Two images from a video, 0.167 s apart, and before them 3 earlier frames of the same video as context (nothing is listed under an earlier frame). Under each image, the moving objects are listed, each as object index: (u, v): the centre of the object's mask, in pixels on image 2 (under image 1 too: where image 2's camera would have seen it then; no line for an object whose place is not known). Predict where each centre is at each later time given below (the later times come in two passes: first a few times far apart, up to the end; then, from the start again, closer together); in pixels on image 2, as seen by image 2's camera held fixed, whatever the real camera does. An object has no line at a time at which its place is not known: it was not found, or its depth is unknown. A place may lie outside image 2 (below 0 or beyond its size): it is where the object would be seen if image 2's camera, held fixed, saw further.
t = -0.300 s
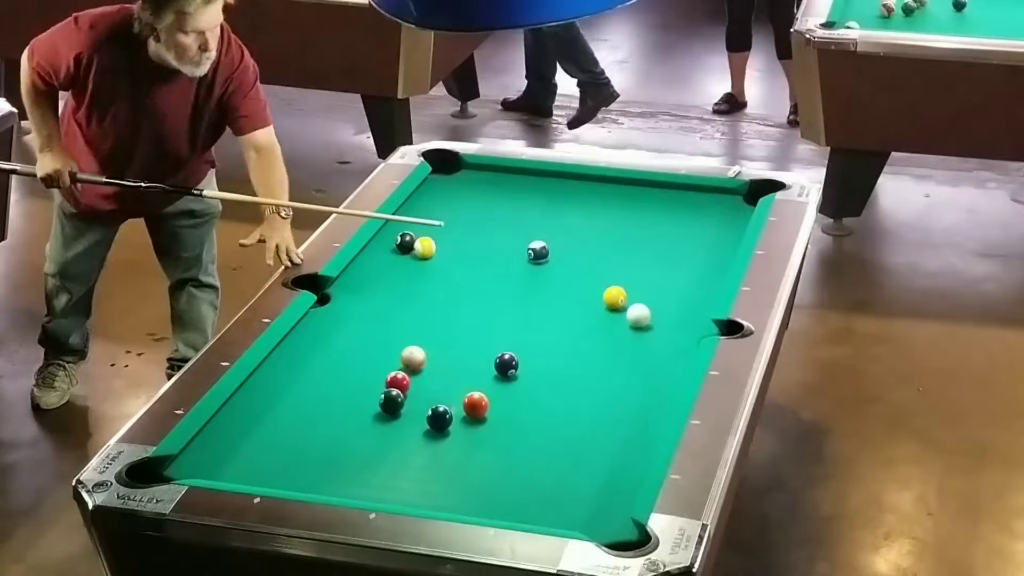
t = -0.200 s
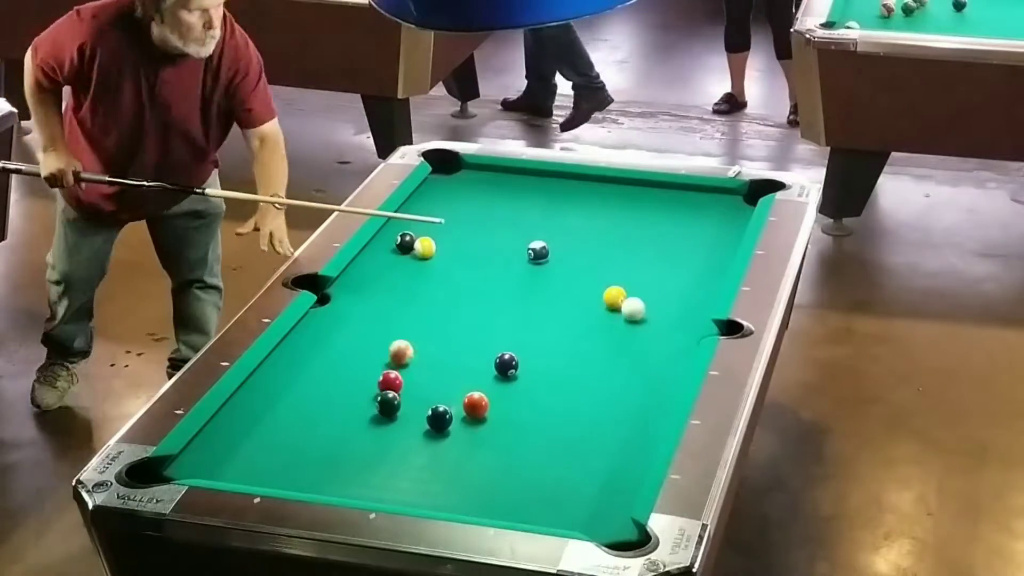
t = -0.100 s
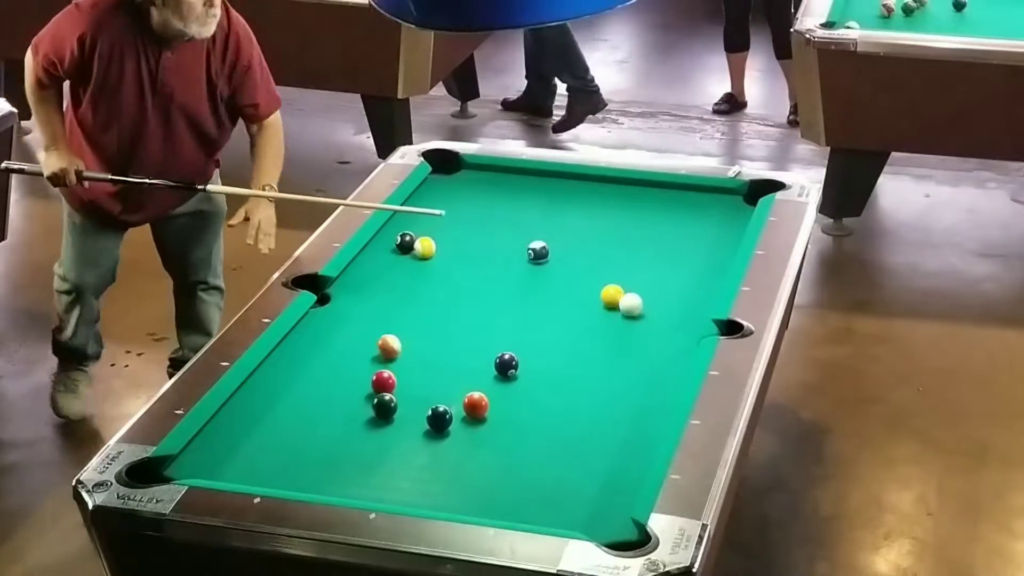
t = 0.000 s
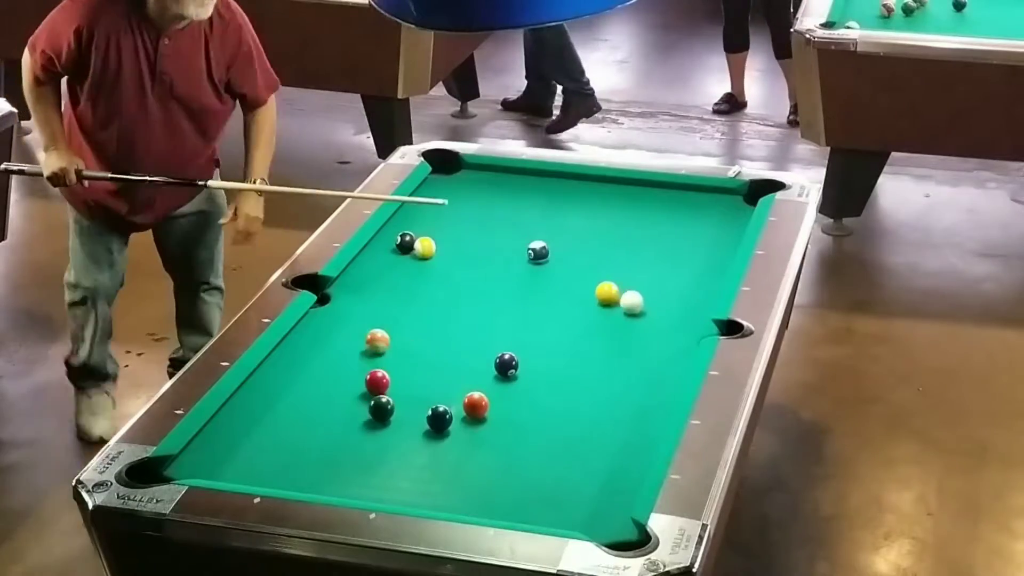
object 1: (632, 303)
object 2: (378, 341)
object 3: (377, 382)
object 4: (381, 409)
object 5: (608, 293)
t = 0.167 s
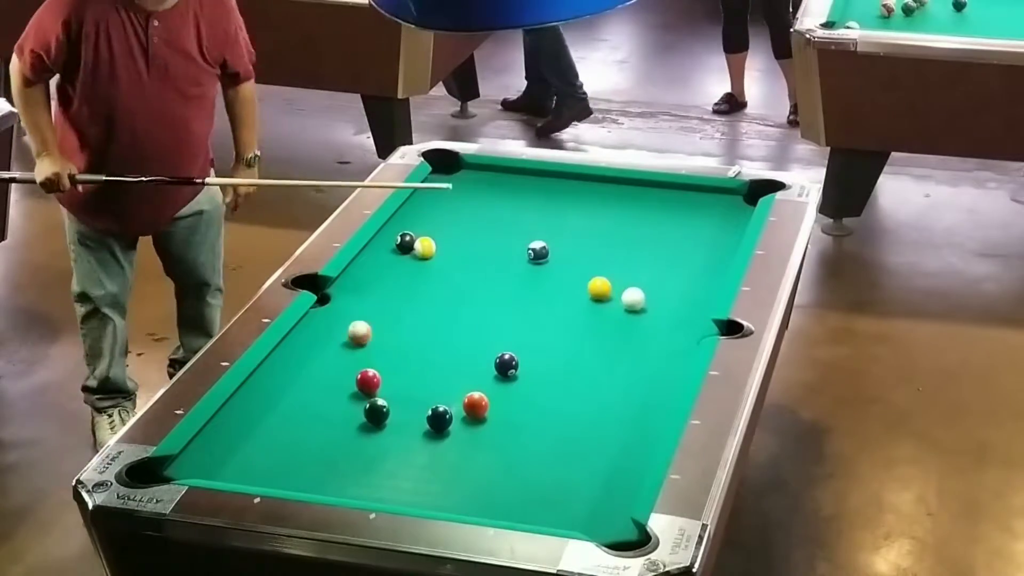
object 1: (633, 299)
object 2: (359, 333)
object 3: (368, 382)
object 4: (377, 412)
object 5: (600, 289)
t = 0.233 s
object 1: (634, 298)
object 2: (353, 330)
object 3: (365, 381)
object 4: (375, 413)
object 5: (597, 287)
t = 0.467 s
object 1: (634, 294)
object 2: (331, 319)
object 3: (355, 381)
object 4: (370, 416)
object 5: (588, 281)
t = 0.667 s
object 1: (635, 292)
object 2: (322, 312)
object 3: (349, 380)
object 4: (368, 418)
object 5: (581, 277)
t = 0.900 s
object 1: (636, 290)
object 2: (337, 310)
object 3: (345, 380)
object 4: (366, 419)
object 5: (575, 272)
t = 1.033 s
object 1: (636, 290)
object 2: (345, 310)
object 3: (343, 381)
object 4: (365, 419)
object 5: (571, 271)
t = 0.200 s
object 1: (633, 298)
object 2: (356, 331)
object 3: (366, 381)
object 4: (376, 412)
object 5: (598, 288)
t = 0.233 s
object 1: (634, 298)
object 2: (353, 330)
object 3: (365, 381)
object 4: (375, 413)
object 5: (597, 287)
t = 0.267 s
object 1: (634, 298)
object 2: (349, 328)
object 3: (363, 381)
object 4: (374, 414)
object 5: (595, 286)
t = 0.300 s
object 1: (634, 297)
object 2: (346, 327)
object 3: (362, 381)
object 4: (373, 414)
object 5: (594, 285)
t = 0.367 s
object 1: (634, 296)
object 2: (340, 323)
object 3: (359, 381)
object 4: (372, 415)
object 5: (592, 283)
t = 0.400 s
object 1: (634, 295)
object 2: (337, 322)
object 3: (358, 381)
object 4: (371, 415)
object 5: (590, 283)
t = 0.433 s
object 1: (634, 295)
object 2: (334, 320)
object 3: (356, 381)
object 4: (371, 416)
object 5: (589, 282)
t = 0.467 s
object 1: (634, 294)
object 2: (331, 319)
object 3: (355, 381)
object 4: (370, 416)
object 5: (588, 281)
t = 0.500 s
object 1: (635, 294)
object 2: (328, 318)
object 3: (354, 381)
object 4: (370, 416)
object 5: (587, 280)
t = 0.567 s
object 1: (635, 293)
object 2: (322, 315)
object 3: (352, 380)
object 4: (369, 417)
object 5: (585, 279)
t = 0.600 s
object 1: (635, 293)
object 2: (319, 313)
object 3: (351, 380)
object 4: (368, 417)
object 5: (583, 278)
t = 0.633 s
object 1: (635, 293)
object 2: (320, 312)
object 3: (350, 380)
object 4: (368, 417)
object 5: (582, 278)
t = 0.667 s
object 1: (635, 292)
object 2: (322, 312)
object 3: (349, 380)
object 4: (368, 418)
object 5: (581, 277)
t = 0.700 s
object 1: (635, 292)
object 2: (324, 312)
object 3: (348, 380)
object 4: (367, 418)
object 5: (580, 276)
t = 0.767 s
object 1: (635, 291)
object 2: (329, 311)
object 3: (347, 380)
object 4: (366, 418)
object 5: (578, 275)
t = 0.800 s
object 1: (636, 291)
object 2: (331, 311)
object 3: (346, 380)
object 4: (366, 418)
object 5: (577, 274)
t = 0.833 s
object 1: (636, 291)
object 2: (333, 311)
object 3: (346, 380)
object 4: (366, 419)
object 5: (576, 274)
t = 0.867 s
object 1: (636, 291)
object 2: (336, 310)
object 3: (345, 380)
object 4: (366, 419)
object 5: (575, 273)
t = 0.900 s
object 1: (636, 290)
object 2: (337, 310)
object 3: (345, 380)
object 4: (366, 419)
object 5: (575, 272)
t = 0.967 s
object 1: (636, 290)
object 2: (341, 310)
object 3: (344, 381)
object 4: (365, 419)
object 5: (573, 272)
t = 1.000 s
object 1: (636, 290)
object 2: (343, 310)
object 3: (344, 381)
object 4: (365, 419)
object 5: (572, 272)
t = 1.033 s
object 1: (636, 290)
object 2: (345, 310)
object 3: (343, 381)
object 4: (365, 419)
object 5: (571, 271)
